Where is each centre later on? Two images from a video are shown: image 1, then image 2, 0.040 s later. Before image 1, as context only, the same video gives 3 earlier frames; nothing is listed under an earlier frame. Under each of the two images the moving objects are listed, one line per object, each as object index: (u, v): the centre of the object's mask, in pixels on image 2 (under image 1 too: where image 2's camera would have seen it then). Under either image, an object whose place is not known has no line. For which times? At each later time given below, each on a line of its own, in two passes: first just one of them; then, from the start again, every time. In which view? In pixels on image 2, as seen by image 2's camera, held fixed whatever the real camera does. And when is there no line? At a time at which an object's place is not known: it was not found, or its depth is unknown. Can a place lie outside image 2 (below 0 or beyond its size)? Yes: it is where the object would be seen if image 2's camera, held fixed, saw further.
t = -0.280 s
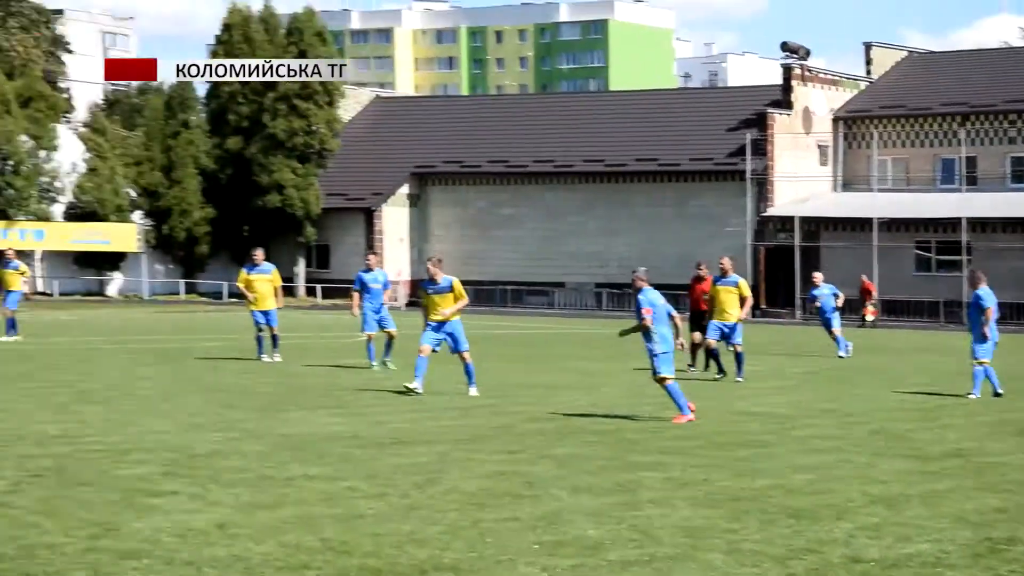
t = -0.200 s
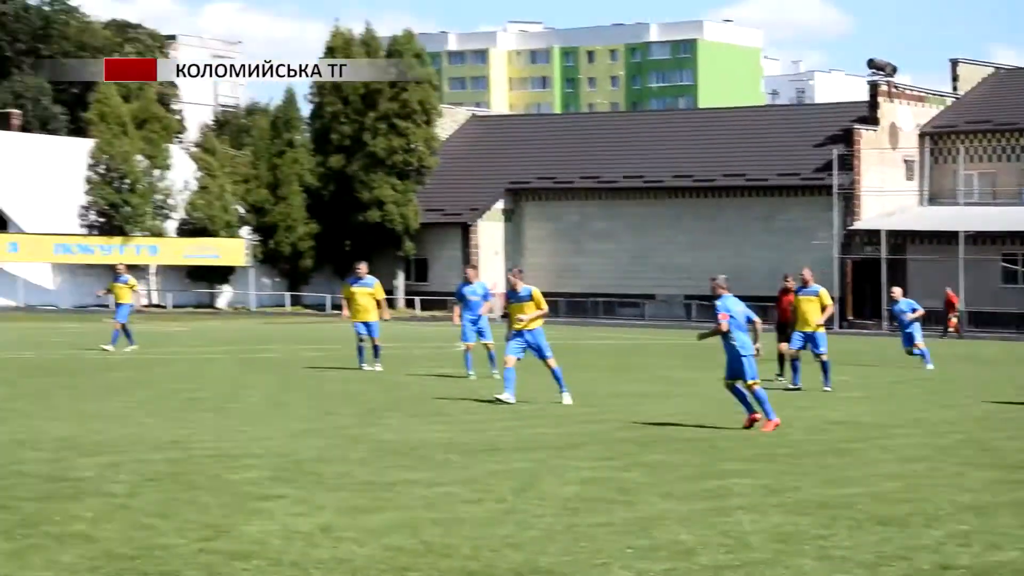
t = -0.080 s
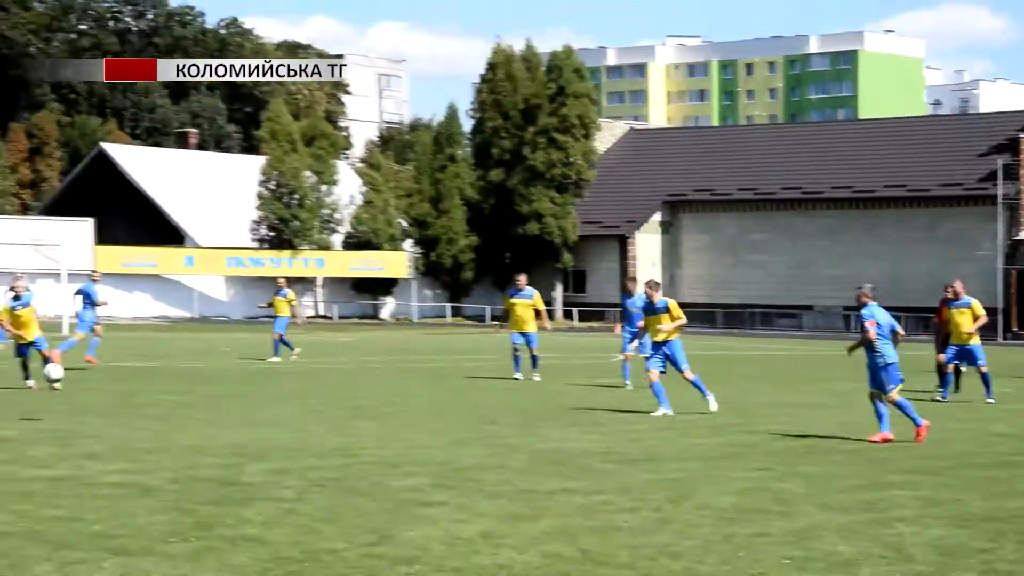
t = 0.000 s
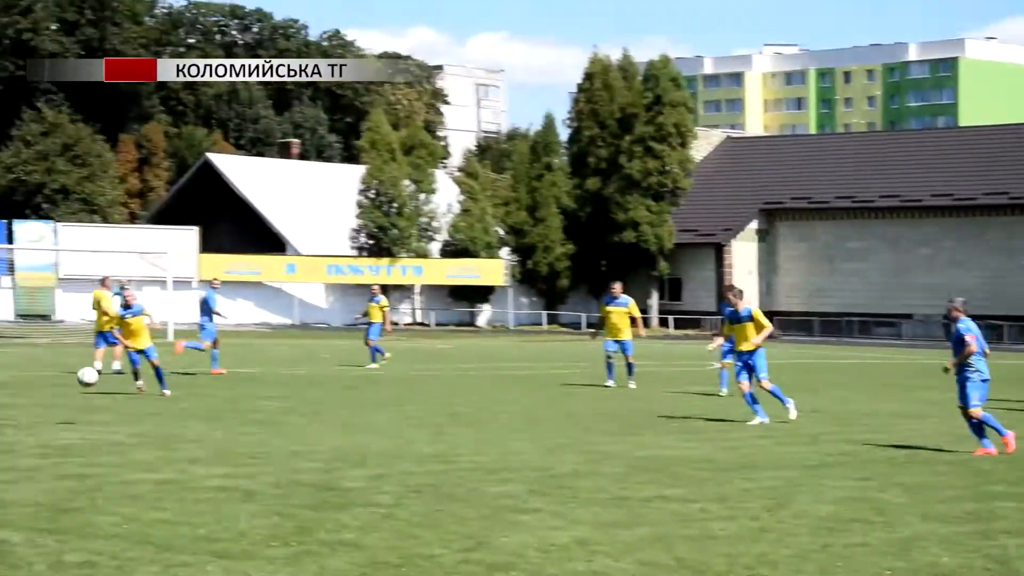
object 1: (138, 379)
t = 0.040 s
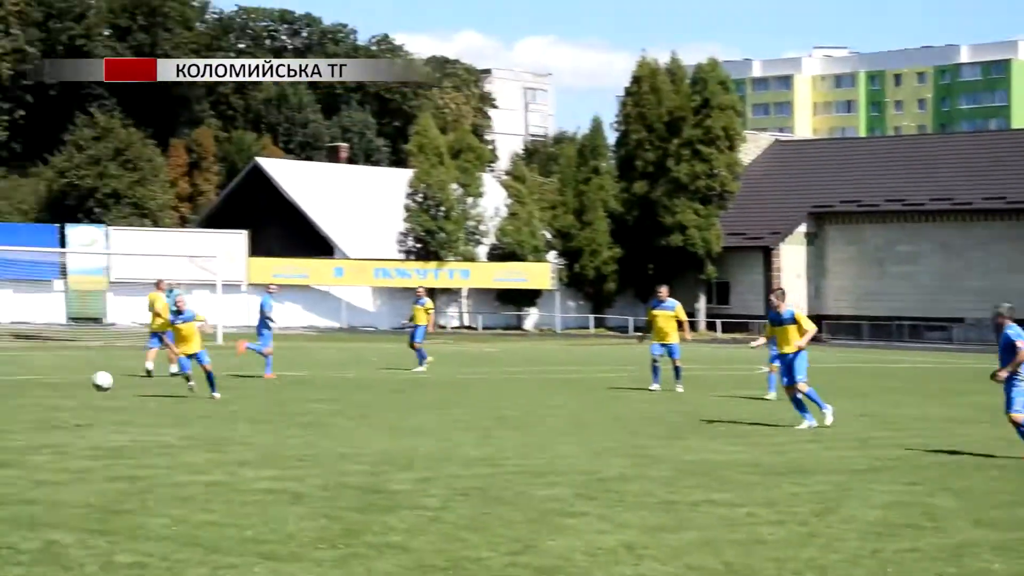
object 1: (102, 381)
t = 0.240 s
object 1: (-82, 418)
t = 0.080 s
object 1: (66, 385)
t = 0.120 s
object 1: (29, 390)
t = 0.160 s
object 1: (-7, 397)
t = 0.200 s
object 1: (-44, 407)
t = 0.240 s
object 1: (-82, 418)
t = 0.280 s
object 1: (-118, 421)
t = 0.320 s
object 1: (-152, 412)
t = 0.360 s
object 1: (-187, 403)
